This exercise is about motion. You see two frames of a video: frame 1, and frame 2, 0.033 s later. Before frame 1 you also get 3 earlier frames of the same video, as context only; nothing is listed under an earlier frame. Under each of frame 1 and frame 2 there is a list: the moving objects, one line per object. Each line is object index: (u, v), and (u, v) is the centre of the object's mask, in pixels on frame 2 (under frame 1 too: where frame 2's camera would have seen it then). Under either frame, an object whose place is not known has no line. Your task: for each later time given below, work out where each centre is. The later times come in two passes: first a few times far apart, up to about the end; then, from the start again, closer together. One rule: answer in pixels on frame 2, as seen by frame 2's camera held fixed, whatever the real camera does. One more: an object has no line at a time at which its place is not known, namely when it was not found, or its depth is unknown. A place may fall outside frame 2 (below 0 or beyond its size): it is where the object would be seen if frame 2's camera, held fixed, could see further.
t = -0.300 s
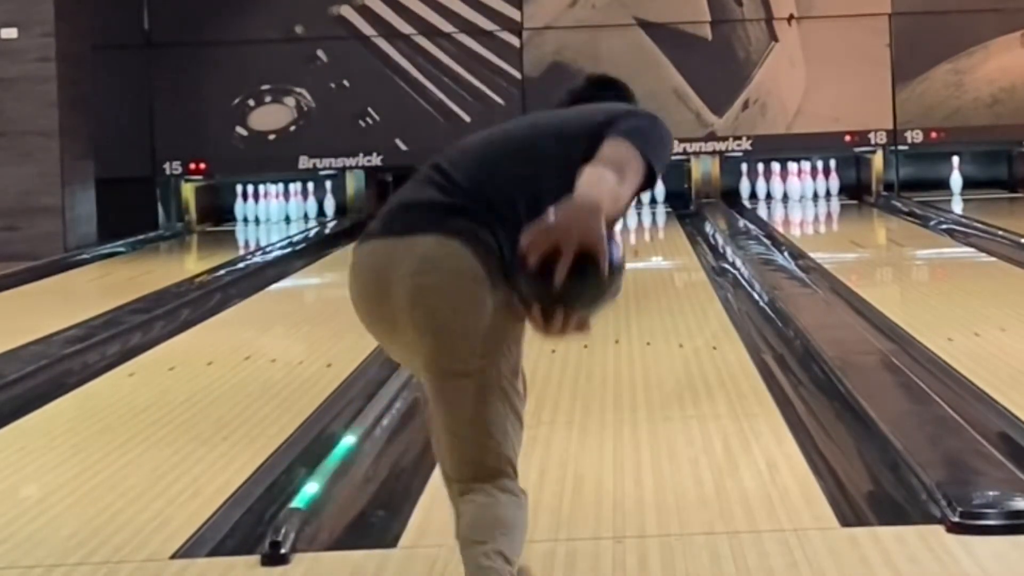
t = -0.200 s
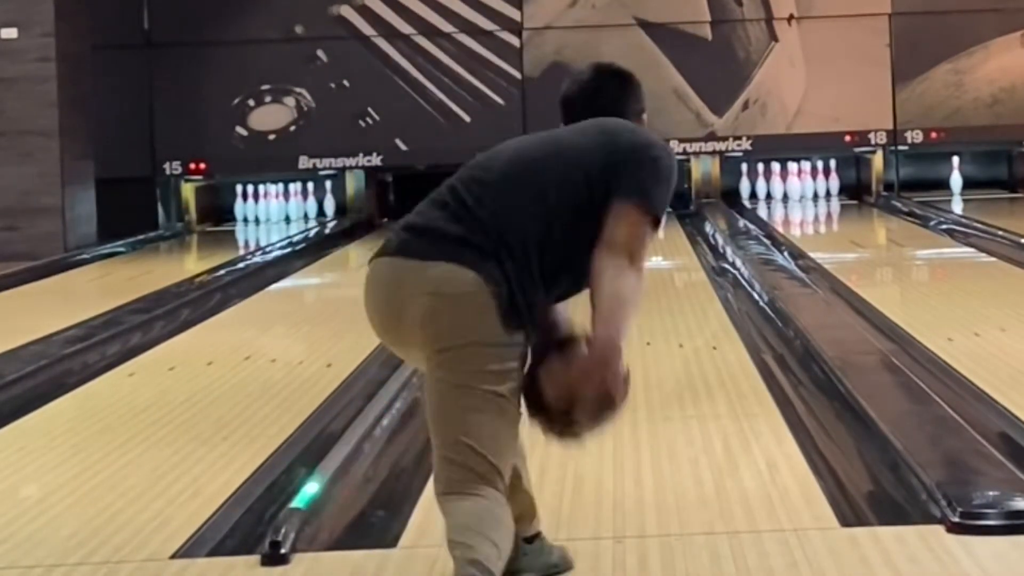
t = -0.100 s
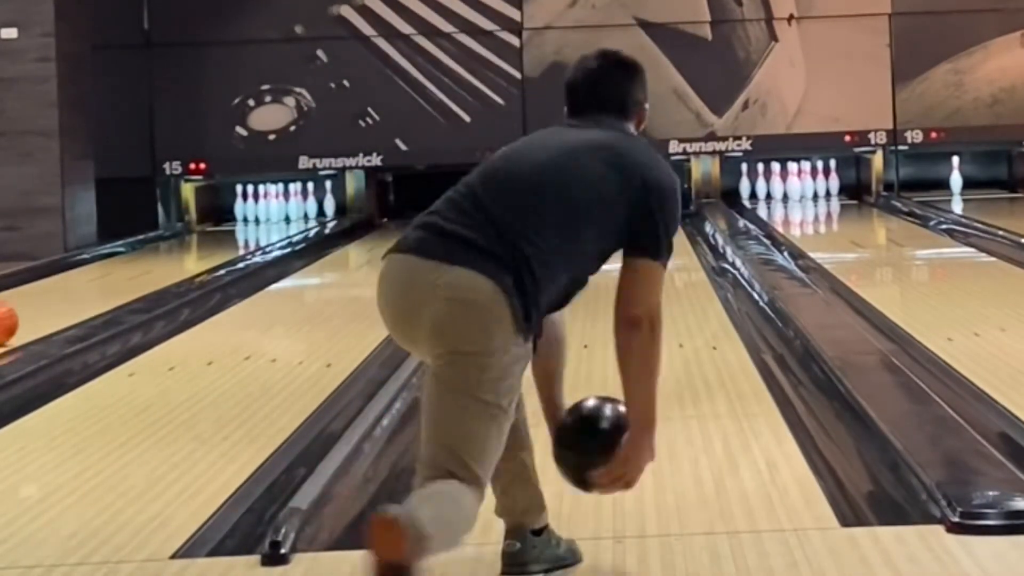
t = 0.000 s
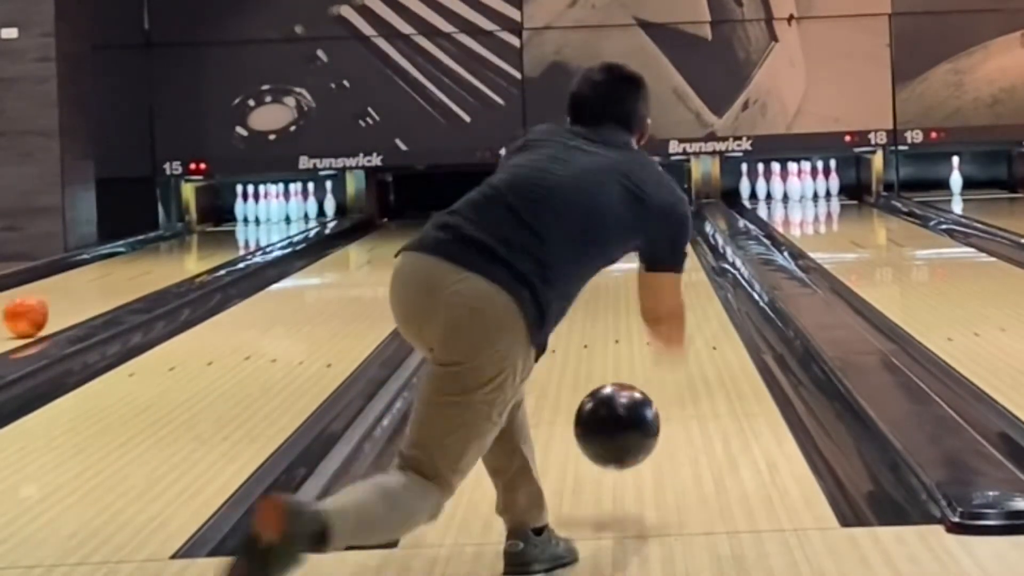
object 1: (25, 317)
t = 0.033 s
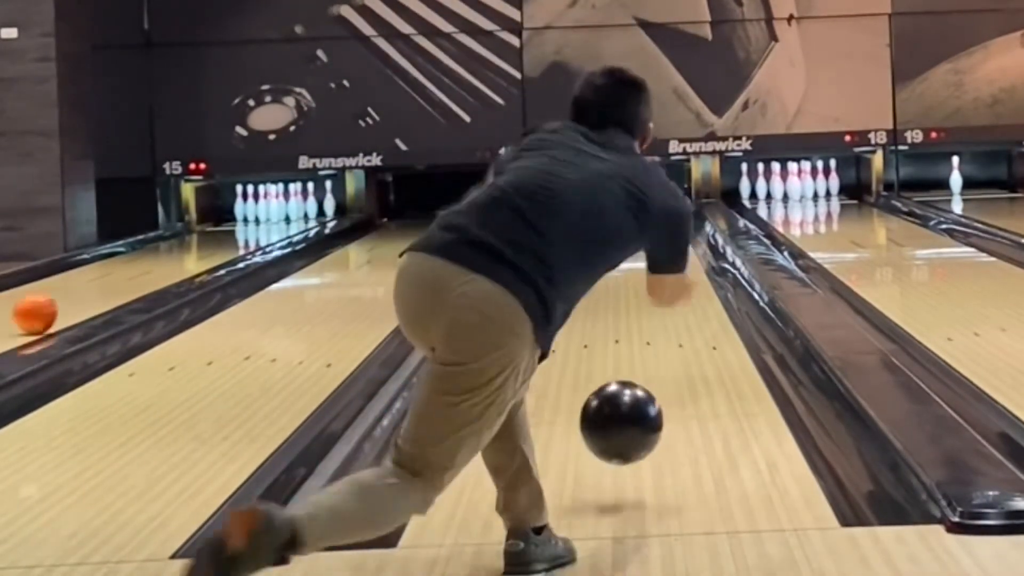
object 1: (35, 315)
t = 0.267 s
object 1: (97, 297)
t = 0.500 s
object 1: (147, 286)
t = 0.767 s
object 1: (182, 274)
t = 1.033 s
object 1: (211, 263)
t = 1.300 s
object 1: (235, 253)
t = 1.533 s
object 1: (253, 247)
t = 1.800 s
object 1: (270, 240)
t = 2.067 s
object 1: (287, 234)
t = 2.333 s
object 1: (300, 229)
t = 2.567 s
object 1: (313, 225)
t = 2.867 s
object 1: (323, 221)
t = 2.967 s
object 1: (325, 220)
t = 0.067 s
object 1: (44, 312)
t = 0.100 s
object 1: (53, 309)
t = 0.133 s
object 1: (62, 307)
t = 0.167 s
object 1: (71, 303)
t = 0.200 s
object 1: (76, 303)
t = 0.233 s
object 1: (87, 302)
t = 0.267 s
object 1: (97, 297)
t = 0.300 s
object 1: (105, 295)
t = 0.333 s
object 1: (113, 294)
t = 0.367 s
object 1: (121, 293)
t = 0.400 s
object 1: (131, 292)
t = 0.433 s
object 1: (140, 290)
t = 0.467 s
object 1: (145, 287)
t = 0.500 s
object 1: (147, 286)
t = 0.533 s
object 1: (150, 286)
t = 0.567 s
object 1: (155, 283)
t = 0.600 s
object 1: (160, 282)
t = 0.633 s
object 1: (165, 280)
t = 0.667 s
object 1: (172, 279)
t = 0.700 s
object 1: (176, 276)
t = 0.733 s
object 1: (179, 275)
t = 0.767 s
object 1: (182, 274)
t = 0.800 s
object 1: (186, 273)
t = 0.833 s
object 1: (190, 271)
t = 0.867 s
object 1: (193, 269)
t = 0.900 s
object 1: (198, 268)
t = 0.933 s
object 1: (202, 266)
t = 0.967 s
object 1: (205, 266)
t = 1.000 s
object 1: (209, 264)
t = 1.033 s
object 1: (211, 263)
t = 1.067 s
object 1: (214, 262)
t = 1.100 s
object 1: (217, 260)
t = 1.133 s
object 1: (220, 259)
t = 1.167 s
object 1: (224, 258)
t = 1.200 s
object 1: (226, 256)
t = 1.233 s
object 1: (230, 255)
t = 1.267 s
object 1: (232, 254)
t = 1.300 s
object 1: (235, 253)
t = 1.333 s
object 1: (237, 252)
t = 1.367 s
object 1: (240, 251)
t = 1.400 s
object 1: (243, 250)
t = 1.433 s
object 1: (245, 249)
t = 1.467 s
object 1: (247, 248)
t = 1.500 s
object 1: (249, 248)
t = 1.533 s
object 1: (253, 247)
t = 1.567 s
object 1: (256, 246)
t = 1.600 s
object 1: (258, 245)
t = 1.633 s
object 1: (261, 244)
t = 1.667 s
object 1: (263, 244)
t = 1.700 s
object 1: (265, 243)
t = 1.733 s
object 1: (267, 242)
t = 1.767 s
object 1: (269, 241)
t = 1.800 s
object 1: (270, 240)
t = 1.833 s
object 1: (273, 240)
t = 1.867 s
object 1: (276, 239)
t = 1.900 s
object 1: (278, 238)
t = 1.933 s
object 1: (280, 238)
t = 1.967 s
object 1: (281, 237)
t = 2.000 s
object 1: (283, 236)
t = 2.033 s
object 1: (285, 235)
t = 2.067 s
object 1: (287, 234)
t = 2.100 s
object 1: (289, 233)
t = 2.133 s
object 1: (291, 233)
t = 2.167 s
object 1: (294, 232)
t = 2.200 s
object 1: (295, 232)
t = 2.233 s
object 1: (296, 231)
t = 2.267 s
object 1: (297, 230)
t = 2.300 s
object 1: (299, 230)
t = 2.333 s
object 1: (300, 229)
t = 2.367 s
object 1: (302, 228)
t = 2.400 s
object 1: (303, 227)
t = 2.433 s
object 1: (306, 227)
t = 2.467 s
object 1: (307, 227)
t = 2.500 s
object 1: (309, 226)
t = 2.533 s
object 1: (310, 226)
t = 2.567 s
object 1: (313, 225)
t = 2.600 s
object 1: (314, 225)
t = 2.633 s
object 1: (315, 225)
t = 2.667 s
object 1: (316, 224)
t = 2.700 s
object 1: (316, 224)
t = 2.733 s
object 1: (317, 224)
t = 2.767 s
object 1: (319, 223)
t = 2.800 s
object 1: (322, 222)
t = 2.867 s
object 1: (323, 221)
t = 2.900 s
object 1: (324, 221)
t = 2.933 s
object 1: (325, 221)
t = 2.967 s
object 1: (325, 220)
